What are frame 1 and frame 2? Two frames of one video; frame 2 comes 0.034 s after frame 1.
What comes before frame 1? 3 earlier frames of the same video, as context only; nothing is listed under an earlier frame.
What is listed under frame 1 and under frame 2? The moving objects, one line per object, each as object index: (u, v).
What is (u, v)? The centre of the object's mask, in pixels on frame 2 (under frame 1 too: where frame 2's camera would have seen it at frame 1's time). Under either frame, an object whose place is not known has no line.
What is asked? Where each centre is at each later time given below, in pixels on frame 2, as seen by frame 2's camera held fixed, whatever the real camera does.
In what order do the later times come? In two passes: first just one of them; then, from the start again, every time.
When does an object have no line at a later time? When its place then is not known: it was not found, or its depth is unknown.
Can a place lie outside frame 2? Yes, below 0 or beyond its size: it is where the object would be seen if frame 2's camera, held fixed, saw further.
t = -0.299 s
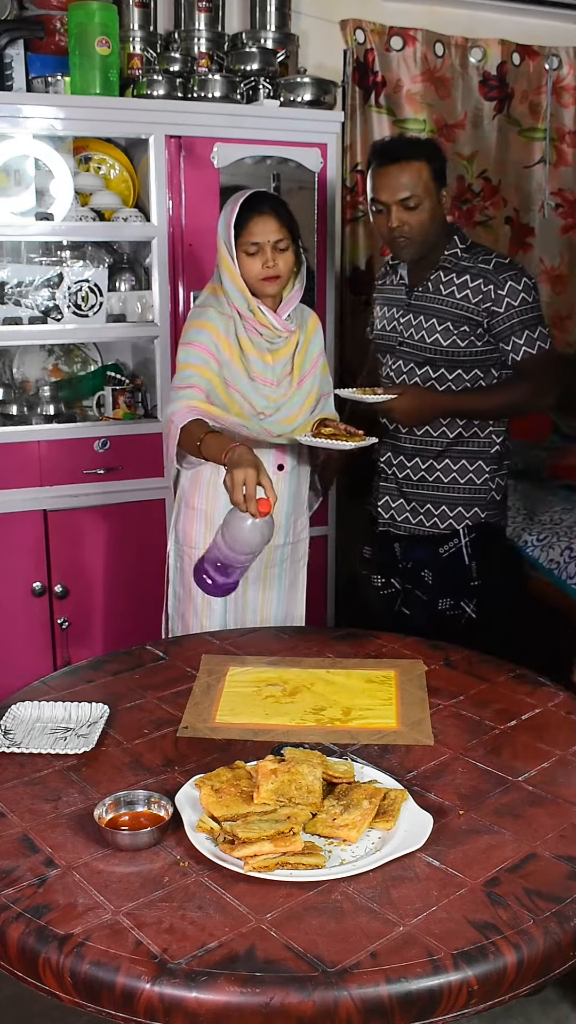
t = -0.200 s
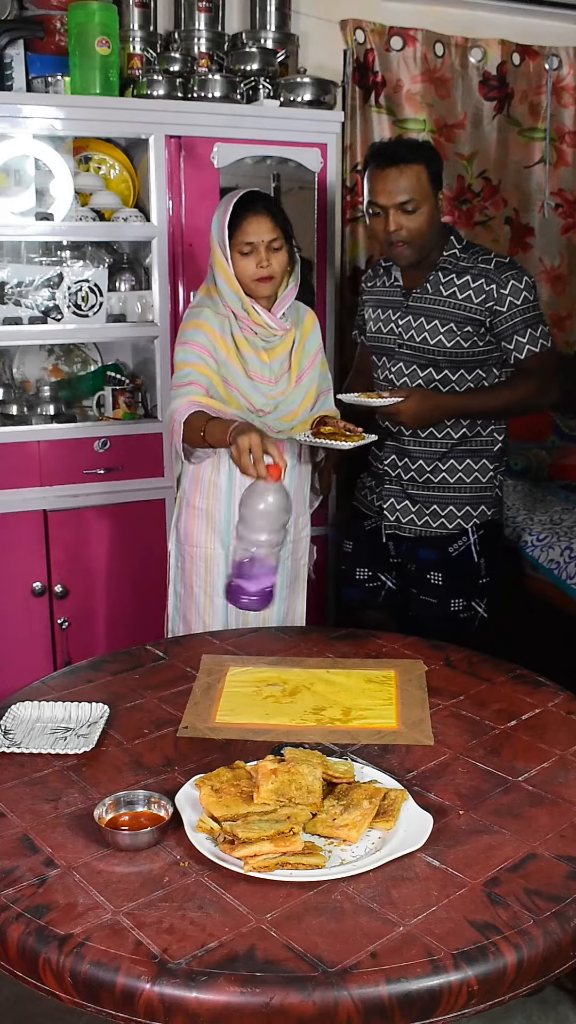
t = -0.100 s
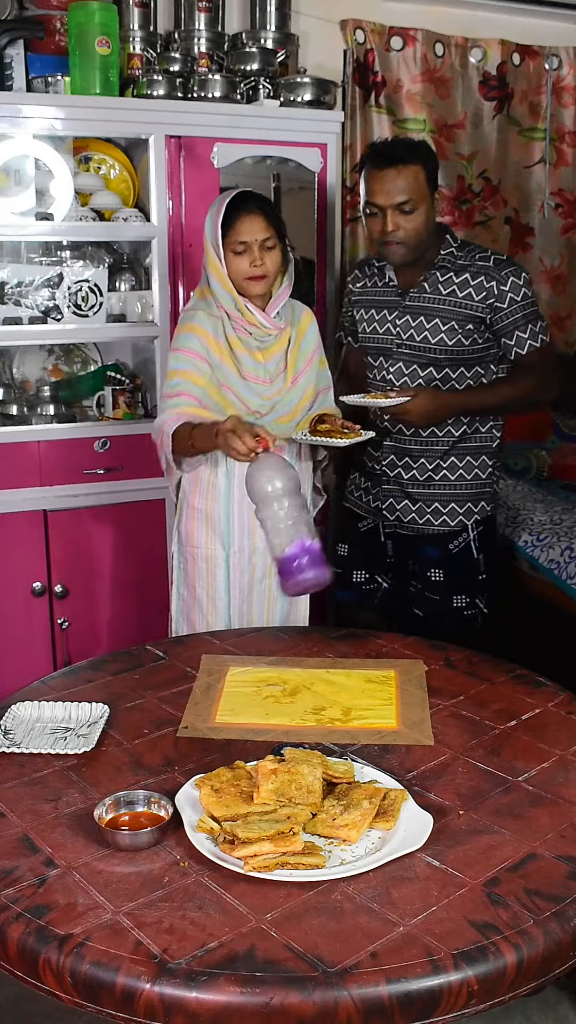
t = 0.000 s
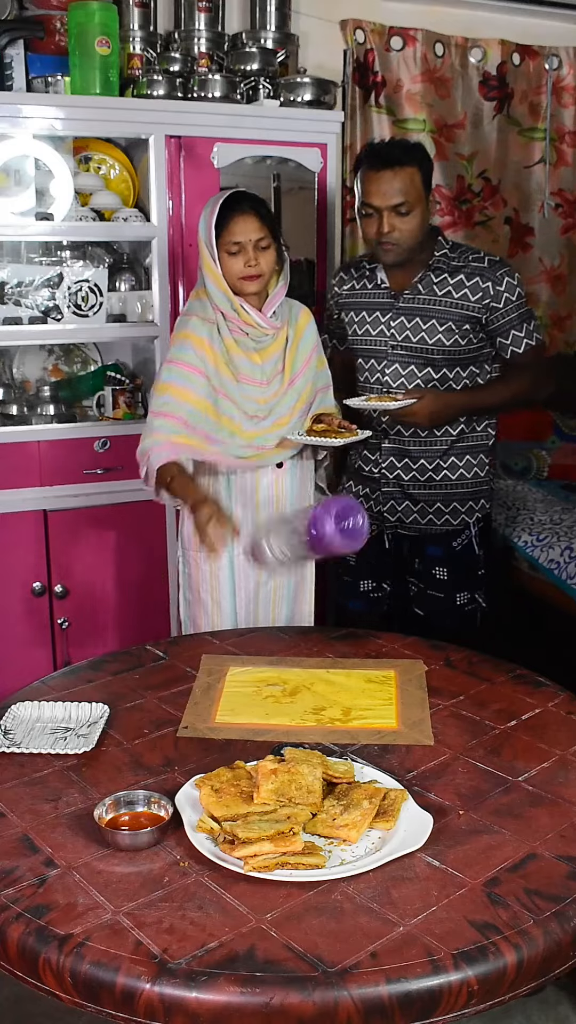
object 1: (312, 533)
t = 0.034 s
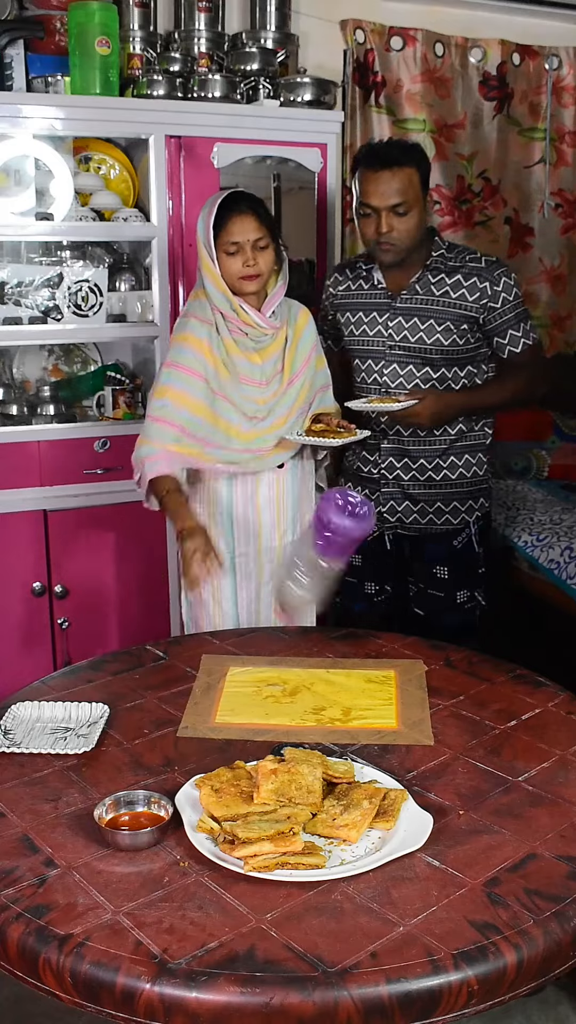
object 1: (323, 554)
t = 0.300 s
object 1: (422, 715)
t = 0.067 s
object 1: (342, 574)
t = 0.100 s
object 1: (363, 592)
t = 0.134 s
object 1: (384, 605)
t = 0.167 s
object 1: (398, 618)
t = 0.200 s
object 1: (405, 638)
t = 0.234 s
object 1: (410, 668)
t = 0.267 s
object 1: (420, 692)
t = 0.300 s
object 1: (422, 715)
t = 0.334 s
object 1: (421, 714)
